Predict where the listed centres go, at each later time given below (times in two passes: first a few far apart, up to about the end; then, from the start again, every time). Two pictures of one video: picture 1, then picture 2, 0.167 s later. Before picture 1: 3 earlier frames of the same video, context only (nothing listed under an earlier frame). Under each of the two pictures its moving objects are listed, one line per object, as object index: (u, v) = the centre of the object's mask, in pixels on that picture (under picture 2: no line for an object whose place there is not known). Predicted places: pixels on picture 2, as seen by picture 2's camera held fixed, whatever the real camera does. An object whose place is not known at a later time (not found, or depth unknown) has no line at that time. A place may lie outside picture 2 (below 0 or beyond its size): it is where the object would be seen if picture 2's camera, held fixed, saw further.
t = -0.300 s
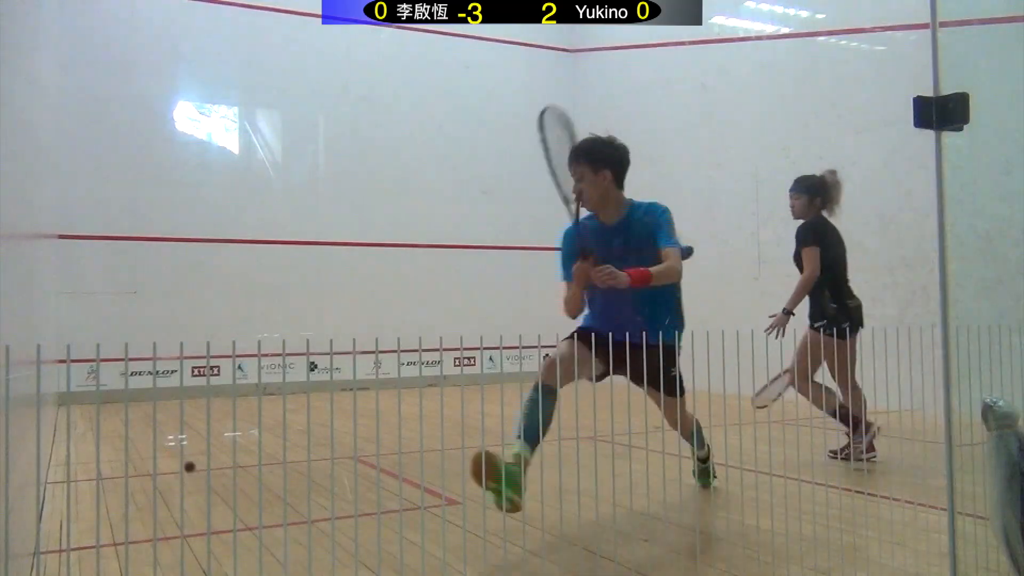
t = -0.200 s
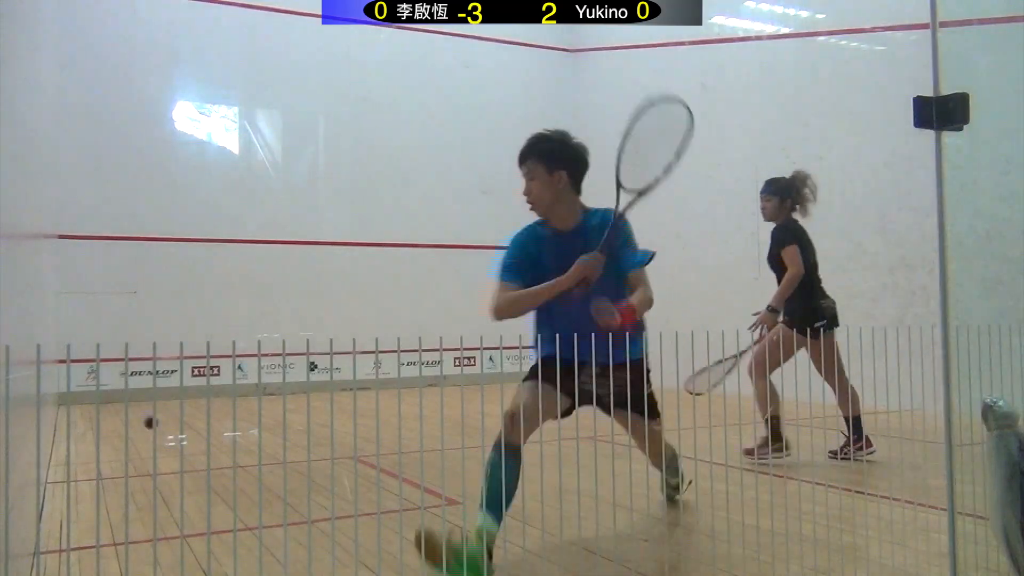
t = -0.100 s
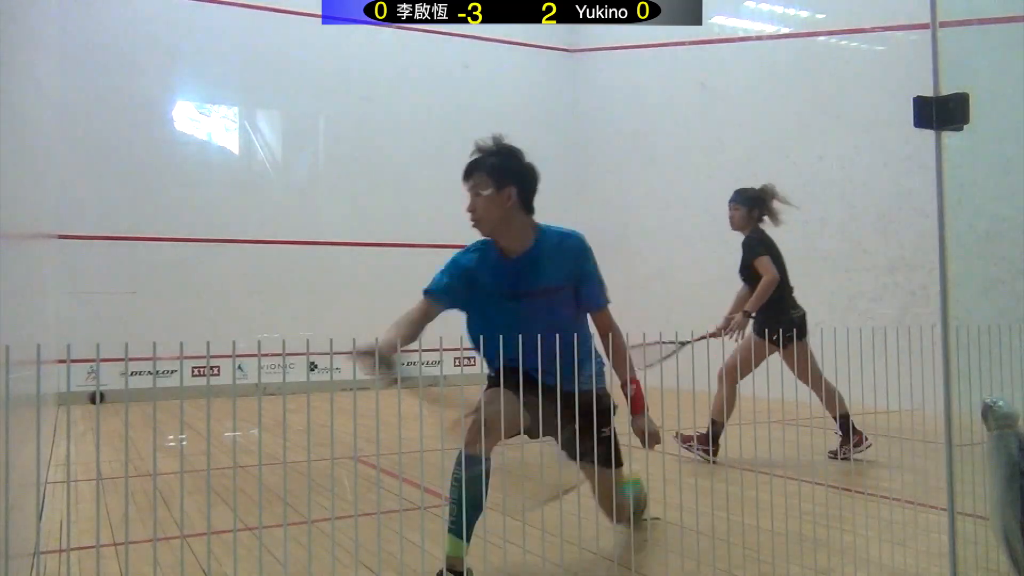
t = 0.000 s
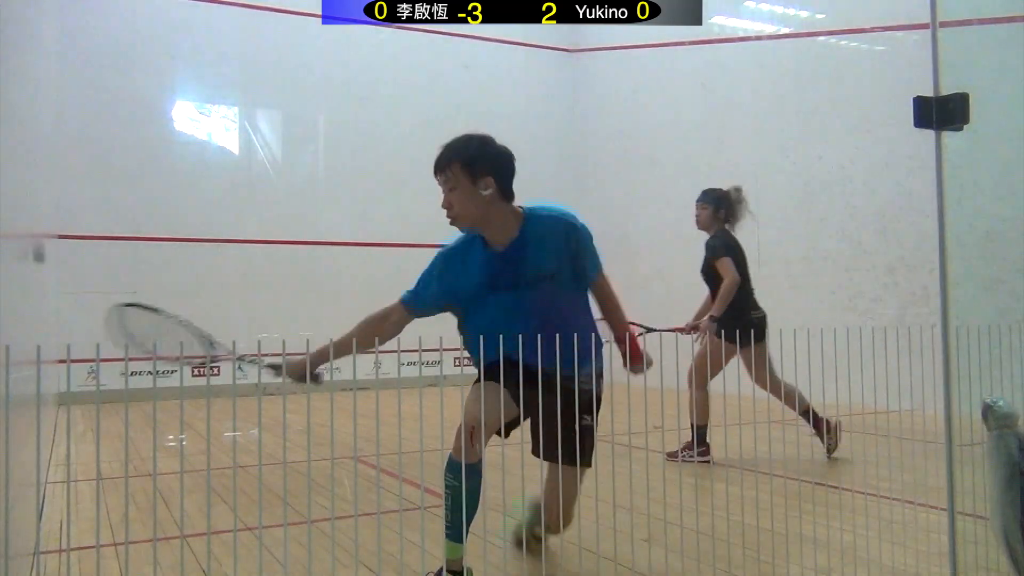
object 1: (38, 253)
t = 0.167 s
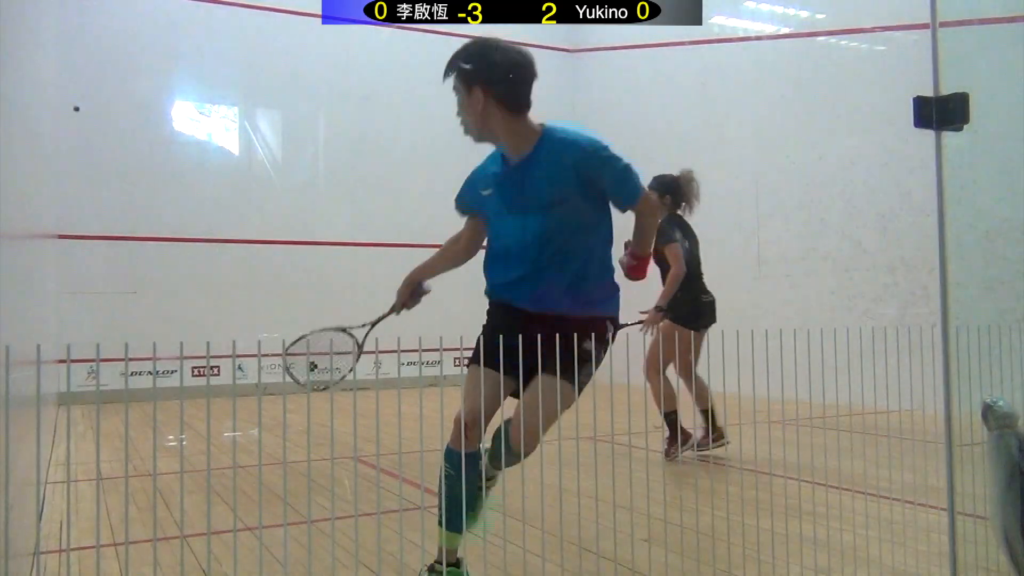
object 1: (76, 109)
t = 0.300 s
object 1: (83, 88)
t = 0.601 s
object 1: (91, 42)
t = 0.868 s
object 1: (104, 33)
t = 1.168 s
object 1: (127, 153)
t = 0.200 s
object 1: (79, 100)
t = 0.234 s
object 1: (81, 94)
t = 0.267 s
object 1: (82, 91)
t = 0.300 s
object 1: (83, 88)
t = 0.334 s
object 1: (84, 88)
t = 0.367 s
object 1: (84, 88)
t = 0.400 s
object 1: (84, 89)
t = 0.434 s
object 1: (85, 79)
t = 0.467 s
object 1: (86, 70)
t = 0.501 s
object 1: (88, 62)
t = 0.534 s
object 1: (89, 55)
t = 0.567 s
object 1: (90, 48)
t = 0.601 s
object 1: (91, 42)
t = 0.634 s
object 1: (93, 38)
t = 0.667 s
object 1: (94, 34)
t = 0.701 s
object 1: (95, 31)
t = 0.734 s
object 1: (97, 29)
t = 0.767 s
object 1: (99, 28)
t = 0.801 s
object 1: (100, 29)
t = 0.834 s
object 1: (102, 30)
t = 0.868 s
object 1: (104, 33)
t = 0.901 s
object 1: (106, 38)
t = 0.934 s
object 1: (108, 44)
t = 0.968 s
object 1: (110, 53)
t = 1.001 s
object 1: (112, 63)
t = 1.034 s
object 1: (115, 75)
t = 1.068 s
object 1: (117, 90)
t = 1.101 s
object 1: (120, 108)
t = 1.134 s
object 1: (123, 129)
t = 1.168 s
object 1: (127, 153)
